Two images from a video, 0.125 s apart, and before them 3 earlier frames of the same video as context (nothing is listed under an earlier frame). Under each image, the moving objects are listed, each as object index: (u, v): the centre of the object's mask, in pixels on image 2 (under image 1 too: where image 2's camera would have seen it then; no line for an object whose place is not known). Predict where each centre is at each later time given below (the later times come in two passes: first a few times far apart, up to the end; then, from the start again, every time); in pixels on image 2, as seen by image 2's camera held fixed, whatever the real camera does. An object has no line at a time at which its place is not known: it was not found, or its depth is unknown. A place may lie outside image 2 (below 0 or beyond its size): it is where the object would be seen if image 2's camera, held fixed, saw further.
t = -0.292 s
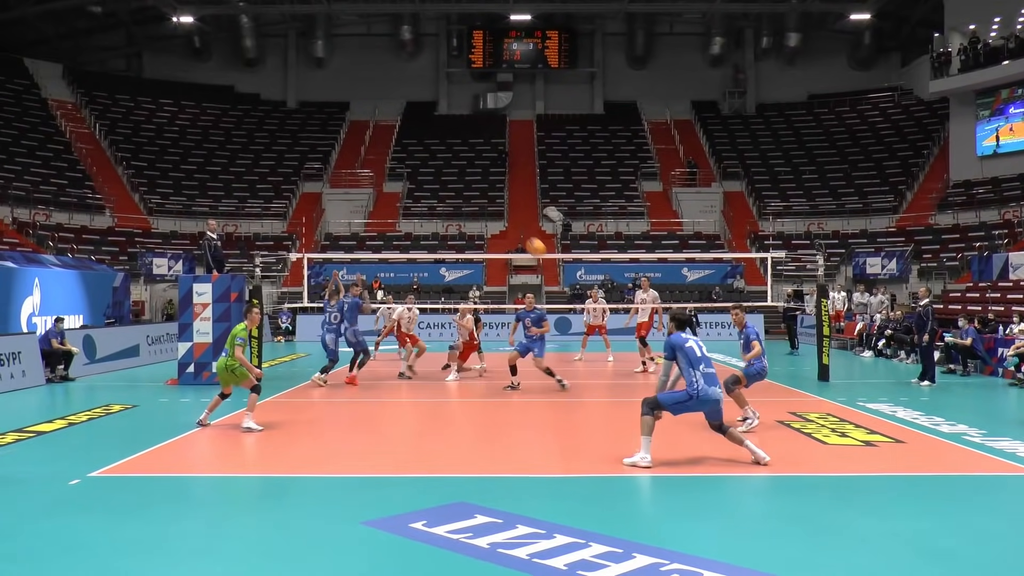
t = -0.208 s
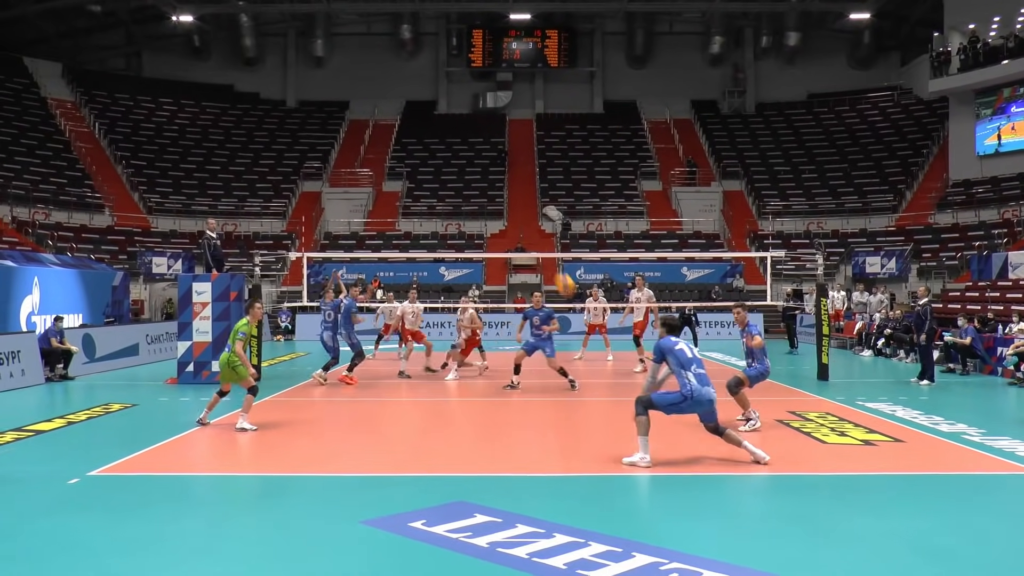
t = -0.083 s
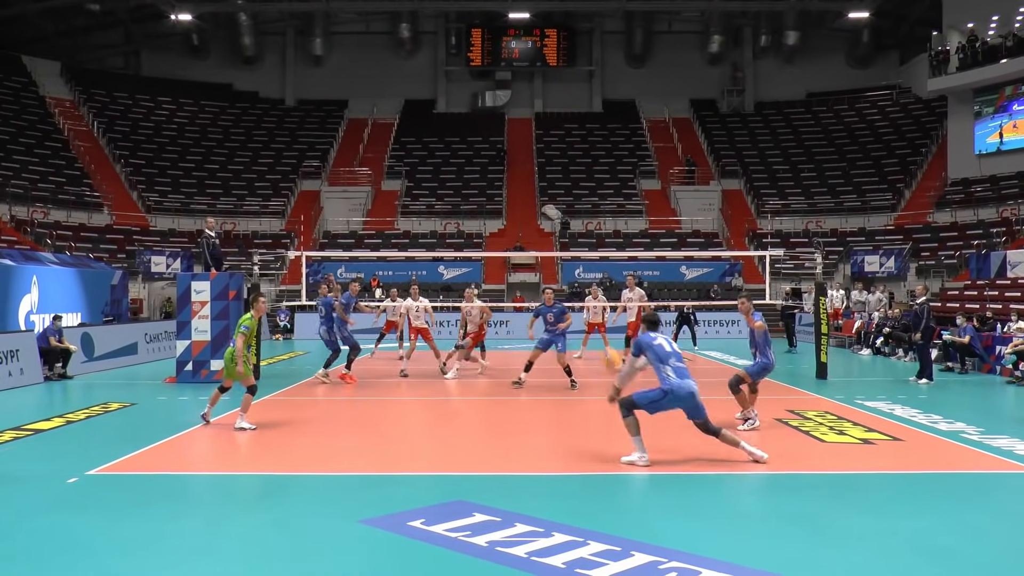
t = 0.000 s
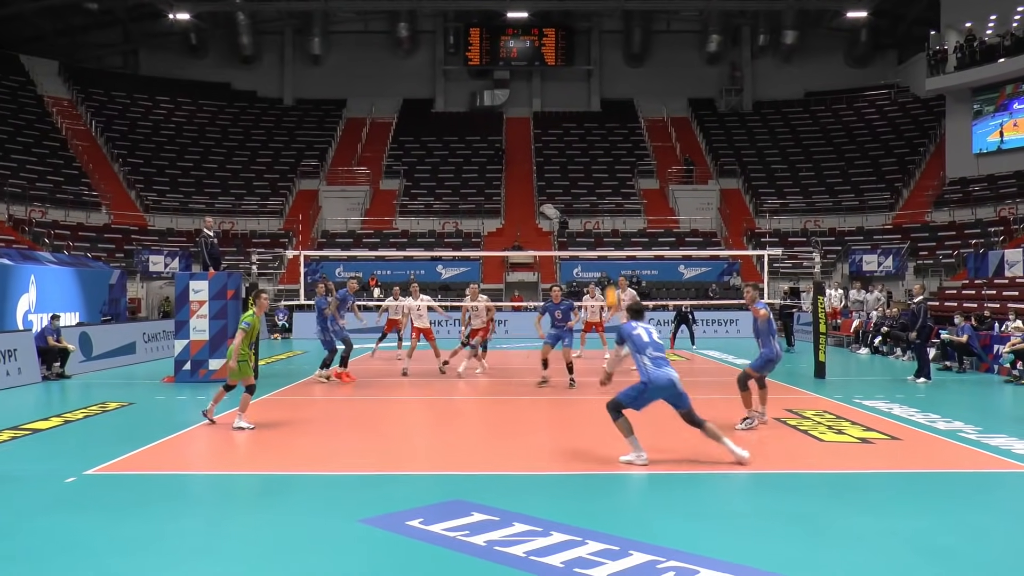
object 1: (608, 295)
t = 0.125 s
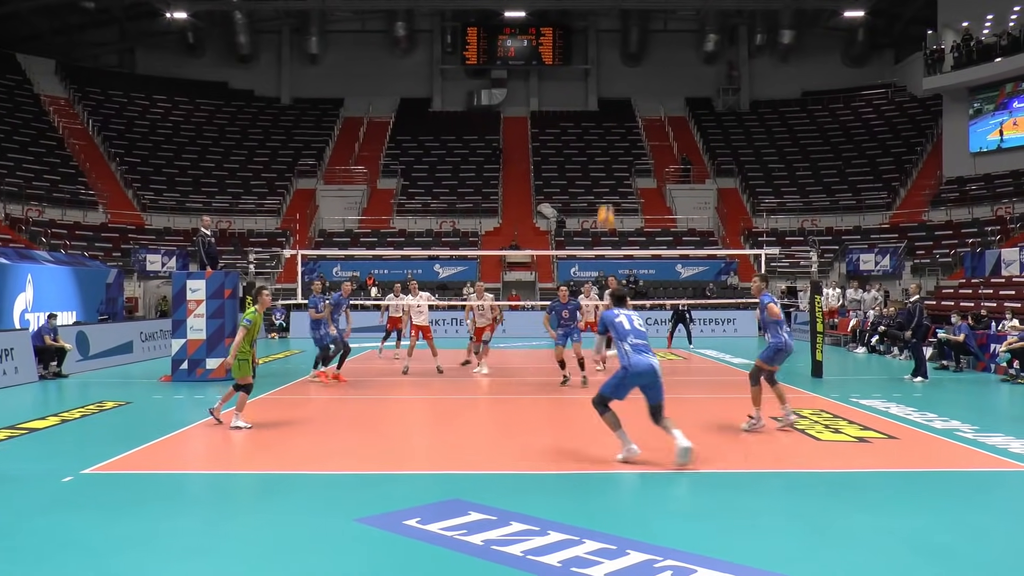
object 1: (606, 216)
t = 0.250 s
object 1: (604, 157)
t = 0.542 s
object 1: (601, 75)
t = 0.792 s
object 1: (602, 63)
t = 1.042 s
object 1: (603, 90)
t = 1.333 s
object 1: (605, 158)
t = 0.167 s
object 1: (605, 195)
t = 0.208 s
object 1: (605, 175)
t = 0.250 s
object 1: (604, 157)
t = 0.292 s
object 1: (603, 141)
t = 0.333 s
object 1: (603, 126)
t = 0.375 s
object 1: (602, 114)
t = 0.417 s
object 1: (602, 102)
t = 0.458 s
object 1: (601, 88)
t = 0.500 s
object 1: (602, 81)
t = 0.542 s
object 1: (601, 75)
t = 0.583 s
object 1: (601, 70)
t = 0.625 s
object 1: (601, 66)
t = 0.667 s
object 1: (601, 64)
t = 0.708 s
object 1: (601, 63)
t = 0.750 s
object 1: (601, 62)
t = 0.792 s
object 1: (602, 63)
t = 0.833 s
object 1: (602, 65)
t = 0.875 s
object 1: (602, 68)
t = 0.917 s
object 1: (602, 71)
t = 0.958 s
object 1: (603, 78)
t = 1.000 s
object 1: (603, 84)
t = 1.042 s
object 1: (603, 90)
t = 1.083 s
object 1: (603, 98)
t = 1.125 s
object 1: (604, 106)
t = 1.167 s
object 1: (604, 115)
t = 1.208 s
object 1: (604, 124)
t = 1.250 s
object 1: (605, 135)
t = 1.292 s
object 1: (605, 146)
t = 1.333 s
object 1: (605, 158)
